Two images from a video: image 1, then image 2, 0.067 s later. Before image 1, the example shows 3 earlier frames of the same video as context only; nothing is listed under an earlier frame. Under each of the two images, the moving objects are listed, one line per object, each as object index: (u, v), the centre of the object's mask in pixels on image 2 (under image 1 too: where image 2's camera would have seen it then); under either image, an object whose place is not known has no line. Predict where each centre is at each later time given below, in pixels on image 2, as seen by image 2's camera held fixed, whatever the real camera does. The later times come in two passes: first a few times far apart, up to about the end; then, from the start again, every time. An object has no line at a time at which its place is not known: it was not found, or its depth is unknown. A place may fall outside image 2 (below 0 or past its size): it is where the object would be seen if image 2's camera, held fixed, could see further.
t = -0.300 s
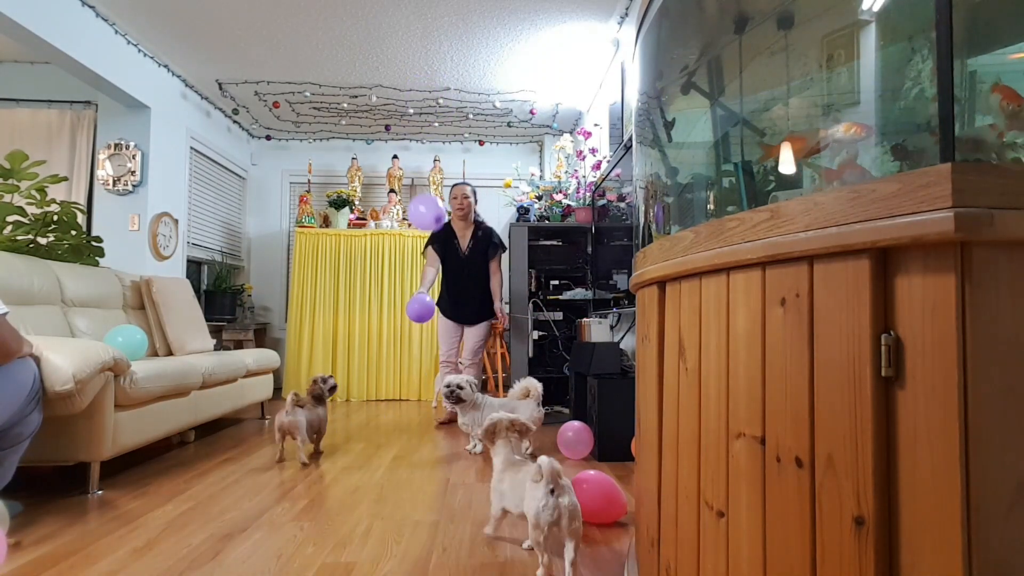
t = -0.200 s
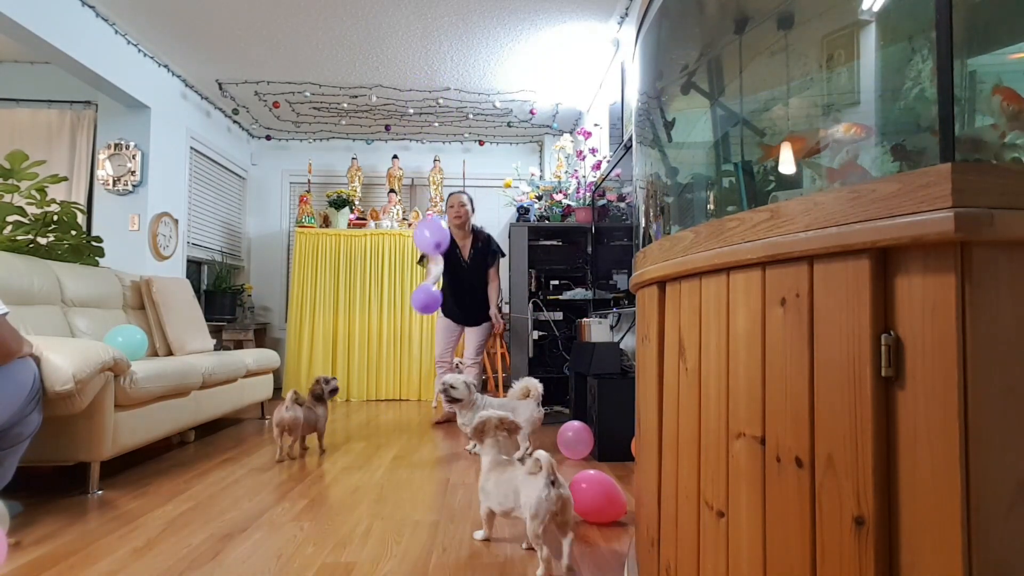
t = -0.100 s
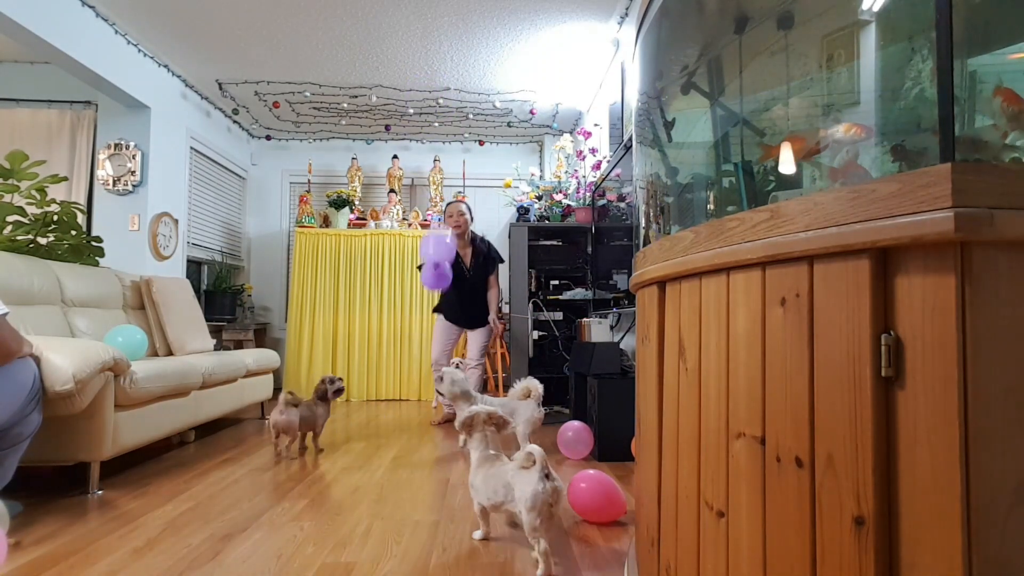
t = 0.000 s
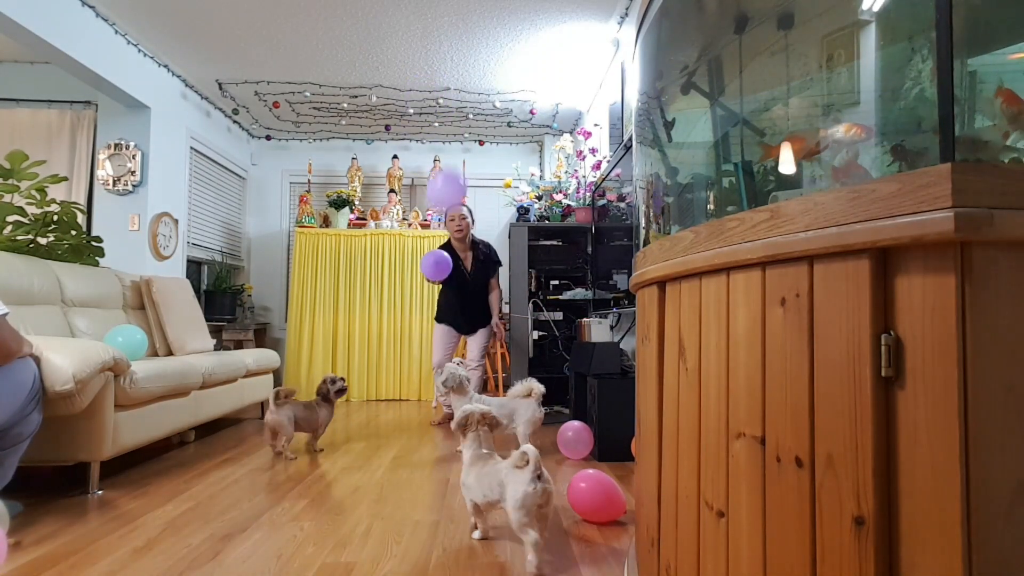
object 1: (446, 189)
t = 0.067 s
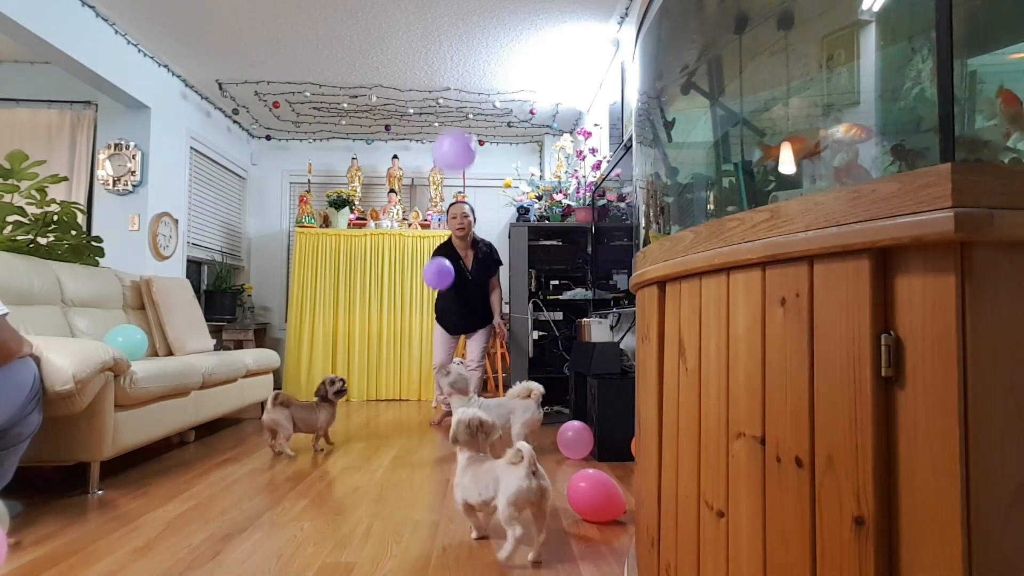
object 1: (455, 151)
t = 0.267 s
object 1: (470, 80)
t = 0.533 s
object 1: (475, 45)
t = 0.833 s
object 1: (474, 63)
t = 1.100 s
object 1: (479, 135)
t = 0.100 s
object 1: (458, 136)
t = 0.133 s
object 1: (462, 122)
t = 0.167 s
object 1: (464, 110)
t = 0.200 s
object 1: (467, 99)
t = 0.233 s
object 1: (469, 89)
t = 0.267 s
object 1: (470, 80)
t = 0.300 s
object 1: (472, 73)
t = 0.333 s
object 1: (473, 66)
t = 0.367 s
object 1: (474, 60)
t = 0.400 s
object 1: (475, 56)
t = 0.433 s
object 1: (475, 52)
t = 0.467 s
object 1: (475, 49)
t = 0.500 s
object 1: (475, 47)
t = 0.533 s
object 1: (475, 45)
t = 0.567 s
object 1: (474, 44)
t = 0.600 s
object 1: (473, 43)
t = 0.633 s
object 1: (473, 43)
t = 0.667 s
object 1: (473, 44)
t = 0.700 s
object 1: (473, 45)
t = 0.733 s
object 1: (473, 48)
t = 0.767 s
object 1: (473, 52)
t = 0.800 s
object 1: (473, 57)
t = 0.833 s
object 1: (474, 63)
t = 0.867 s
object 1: (474, 70)
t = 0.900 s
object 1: (475, 77)
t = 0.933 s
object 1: (475, 85)
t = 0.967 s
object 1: (476, 95)
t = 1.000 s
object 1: (477, 105)
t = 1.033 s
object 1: (477, 114)
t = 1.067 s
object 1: (478, 124)
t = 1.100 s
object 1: (479, 135)
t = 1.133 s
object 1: (479, 147)
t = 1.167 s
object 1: (480, 158)
